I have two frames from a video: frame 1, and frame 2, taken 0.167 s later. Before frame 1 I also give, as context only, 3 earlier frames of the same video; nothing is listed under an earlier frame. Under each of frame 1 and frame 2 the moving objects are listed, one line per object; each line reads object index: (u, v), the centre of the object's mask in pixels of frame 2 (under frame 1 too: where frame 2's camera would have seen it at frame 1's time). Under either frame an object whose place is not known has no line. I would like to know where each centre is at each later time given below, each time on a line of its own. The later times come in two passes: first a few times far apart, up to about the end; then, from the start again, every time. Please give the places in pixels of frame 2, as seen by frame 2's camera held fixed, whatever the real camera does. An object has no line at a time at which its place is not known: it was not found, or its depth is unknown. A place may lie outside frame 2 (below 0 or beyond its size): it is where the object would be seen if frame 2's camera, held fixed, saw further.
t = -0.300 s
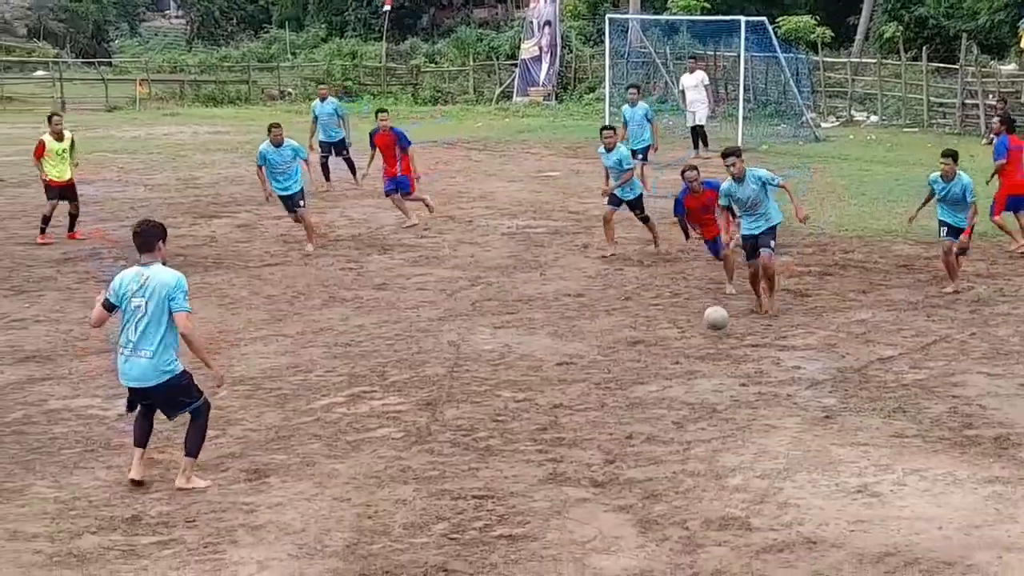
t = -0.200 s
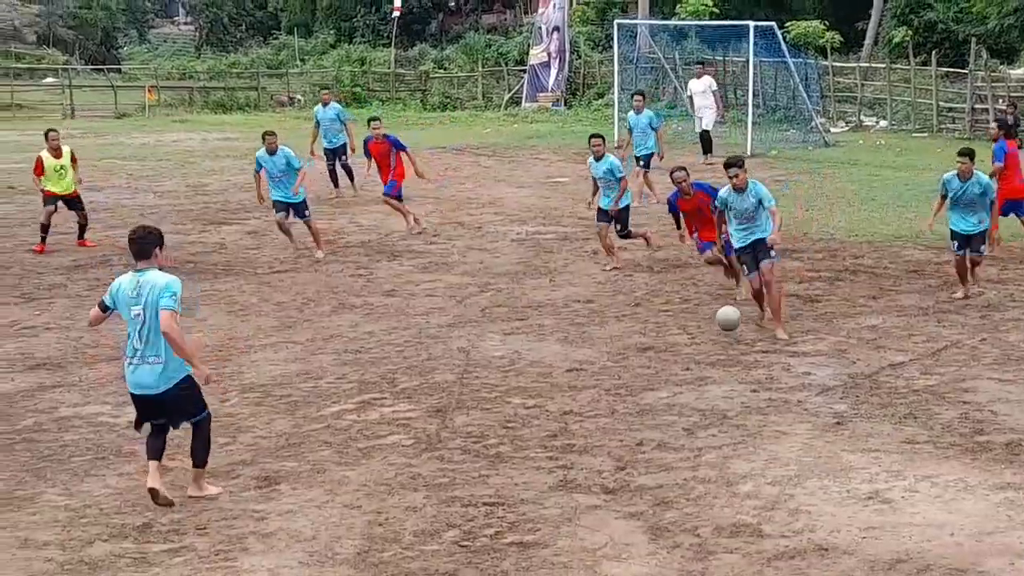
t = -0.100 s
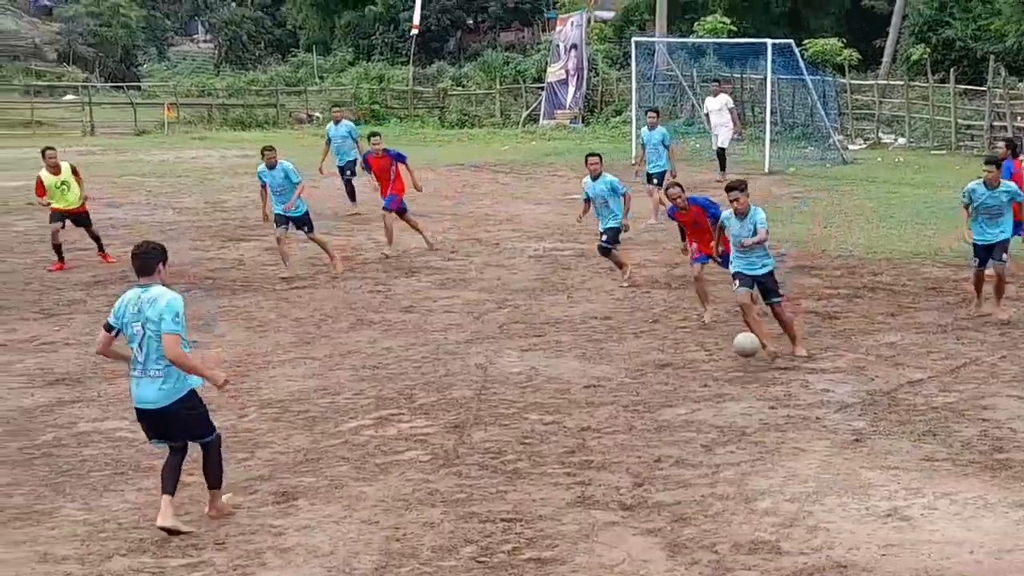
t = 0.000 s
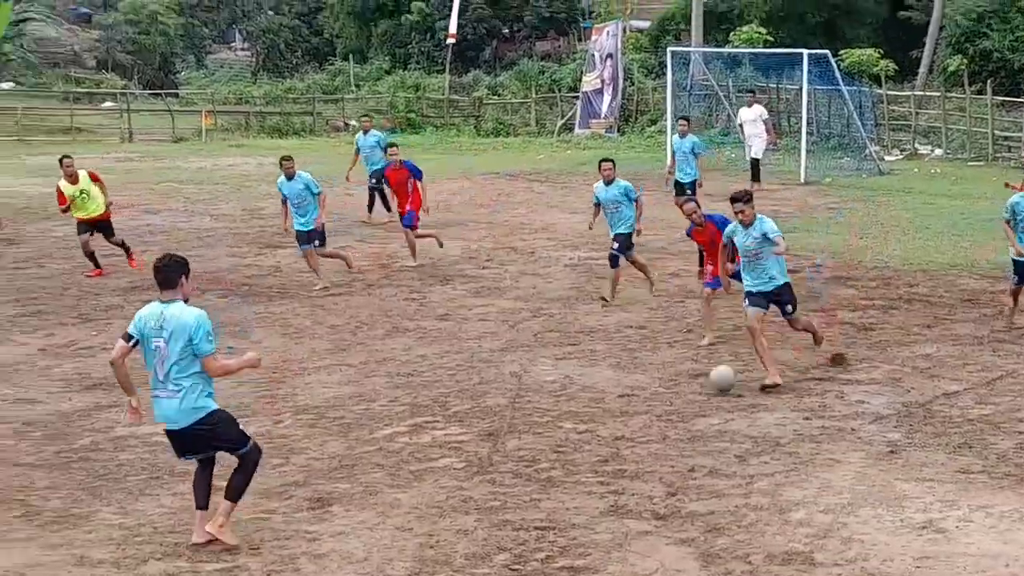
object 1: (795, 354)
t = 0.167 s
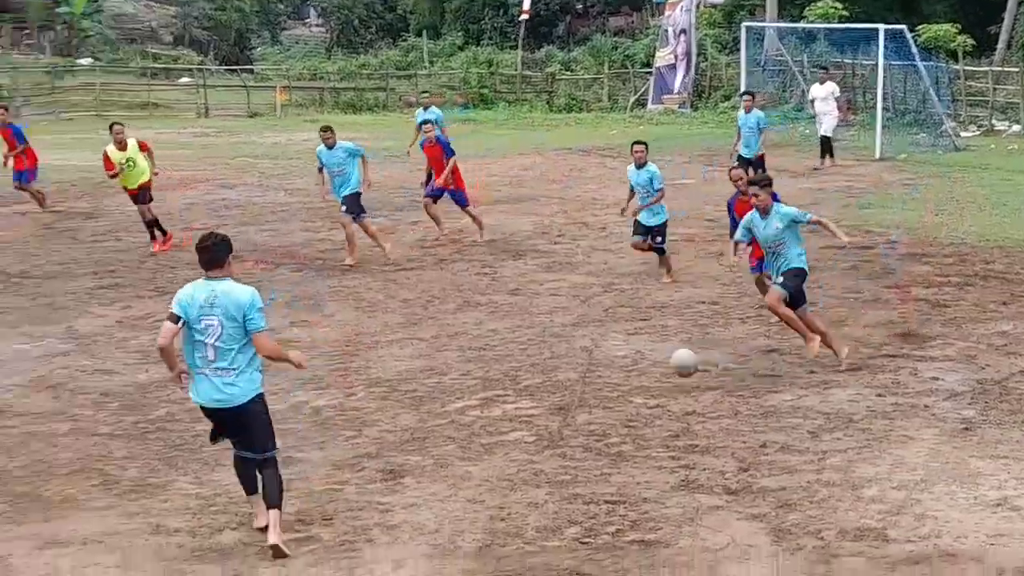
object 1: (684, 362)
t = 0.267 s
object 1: (617, 381)
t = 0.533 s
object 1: (449, 416)
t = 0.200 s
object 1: (661, 367)
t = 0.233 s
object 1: (639, 374)
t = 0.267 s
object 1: (617, 381)
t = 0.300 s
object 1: (593, 389)
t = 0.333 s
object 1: (569, 400)
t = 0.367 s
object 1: (550, 403)
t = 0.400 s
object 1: (531, 402)
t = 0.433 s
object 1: (511, 401)
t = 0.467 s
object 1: (489, 405)
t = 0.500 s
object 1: (469, 411)
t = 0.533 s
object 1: (449, 416)
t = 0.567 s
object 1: (426, 423)
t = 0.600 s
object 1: (403, 432)
